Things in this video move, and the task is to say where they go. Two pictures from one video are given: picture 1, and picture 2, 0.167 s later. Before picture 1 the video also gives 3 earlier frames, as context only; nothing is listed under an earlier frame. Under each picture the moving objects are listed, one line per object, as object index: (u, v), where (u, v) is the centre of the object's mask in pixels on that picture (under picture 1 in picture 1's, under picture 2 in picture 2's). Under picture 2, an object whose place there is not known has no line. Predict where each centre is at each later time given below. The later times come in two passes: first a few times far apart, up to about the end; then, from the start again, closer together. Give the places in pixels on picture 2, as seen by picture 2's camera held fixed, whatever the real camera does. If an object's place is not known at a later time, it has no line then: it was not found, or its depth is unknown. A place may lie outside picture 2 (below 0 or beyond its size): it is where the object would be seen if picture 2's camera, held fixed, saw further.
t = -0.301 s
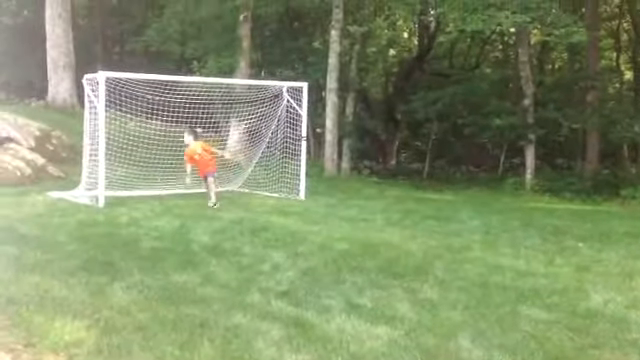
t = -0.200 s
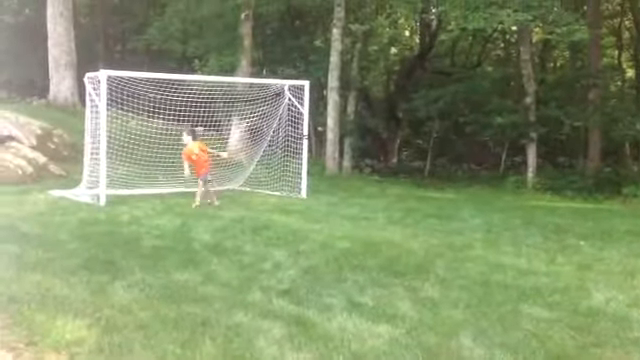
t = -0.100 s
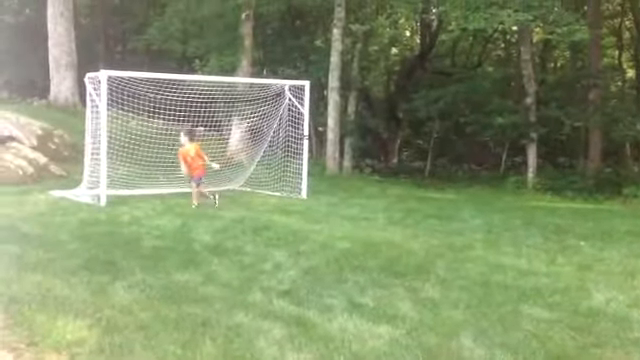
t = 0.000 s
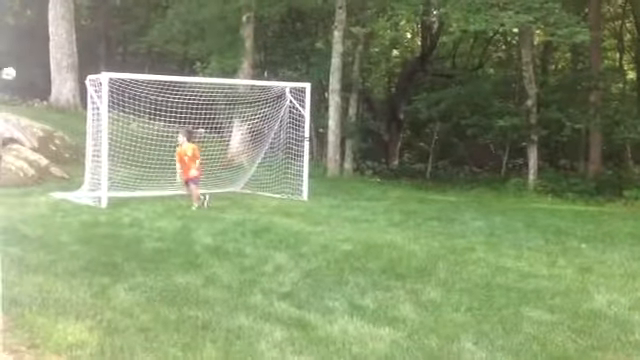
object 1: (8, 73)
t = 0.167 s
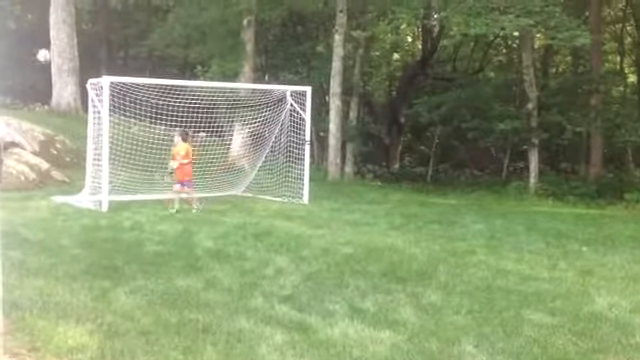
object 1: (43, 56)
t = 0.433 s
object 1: (100, 56)
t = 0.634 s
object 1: (142, 86)
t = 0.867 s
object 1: (170, 96)
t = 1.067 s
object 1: (185, 96)
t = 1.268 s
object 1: (198, 105)
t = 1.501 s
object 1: (206, 108)
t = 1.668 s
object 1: (212, 125)
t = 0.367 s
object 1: (86, 52)
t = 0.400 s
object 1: (93, 54)
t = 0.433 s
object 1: (100, 56)
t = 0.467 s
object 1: (107, 58)
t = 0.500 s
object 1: (114, 62)
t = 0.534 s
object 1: (121, 66)
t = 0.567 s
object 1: (129, 71)
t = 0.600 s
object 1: (135, 75)
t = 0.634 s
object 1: (142, 86)
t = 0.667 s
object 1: (149, 91)
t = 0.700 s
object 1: (156, 99)
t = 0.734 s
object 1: (159, 103)
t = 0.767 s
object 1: (162, 103)
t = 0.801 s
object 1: (165, 100)
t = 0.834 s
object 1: (167, 98)
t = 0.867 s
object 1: (170, 96)
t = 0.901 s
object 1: (173, 95)
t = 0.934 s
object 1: (175, 95)
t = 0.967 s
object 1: (177, 94)
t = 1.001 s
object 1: (180, 94)
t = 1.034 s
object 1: (182, 94)
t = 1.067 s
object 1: (185, 96)
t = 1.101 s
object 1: (187, 97)
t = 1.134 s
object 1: (189, 99)
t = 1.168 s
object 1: (191, 100)
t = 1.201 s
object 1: (194, 102)
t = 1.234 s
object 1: (196, 104)
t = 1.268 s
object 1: (198, 105)
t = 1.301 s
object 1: (199, 105)
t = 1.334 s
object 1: (200, 105)
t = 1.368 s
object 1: (202, 105)
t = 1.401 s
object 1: (203, 104)
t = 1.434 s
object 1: (204, 105)
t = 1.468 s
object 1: (205, 106)
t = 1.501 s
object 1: (206, 108)
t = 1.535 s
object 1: (207, 111)
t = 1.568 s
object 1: (208, 114)
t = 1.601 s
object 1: (209, 116)
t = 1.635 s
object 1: (211, 121)
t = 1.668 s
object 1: (212, 125)
